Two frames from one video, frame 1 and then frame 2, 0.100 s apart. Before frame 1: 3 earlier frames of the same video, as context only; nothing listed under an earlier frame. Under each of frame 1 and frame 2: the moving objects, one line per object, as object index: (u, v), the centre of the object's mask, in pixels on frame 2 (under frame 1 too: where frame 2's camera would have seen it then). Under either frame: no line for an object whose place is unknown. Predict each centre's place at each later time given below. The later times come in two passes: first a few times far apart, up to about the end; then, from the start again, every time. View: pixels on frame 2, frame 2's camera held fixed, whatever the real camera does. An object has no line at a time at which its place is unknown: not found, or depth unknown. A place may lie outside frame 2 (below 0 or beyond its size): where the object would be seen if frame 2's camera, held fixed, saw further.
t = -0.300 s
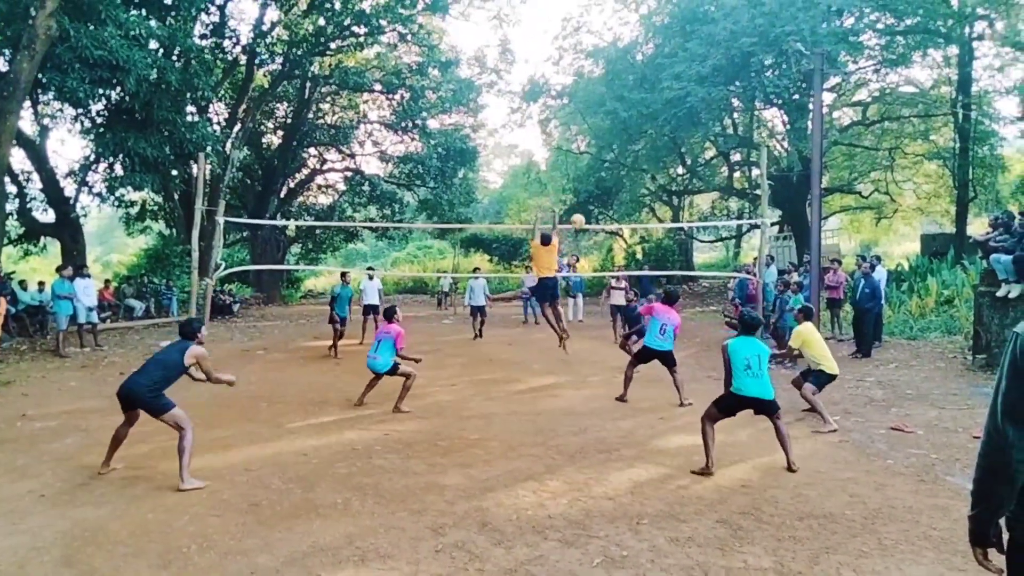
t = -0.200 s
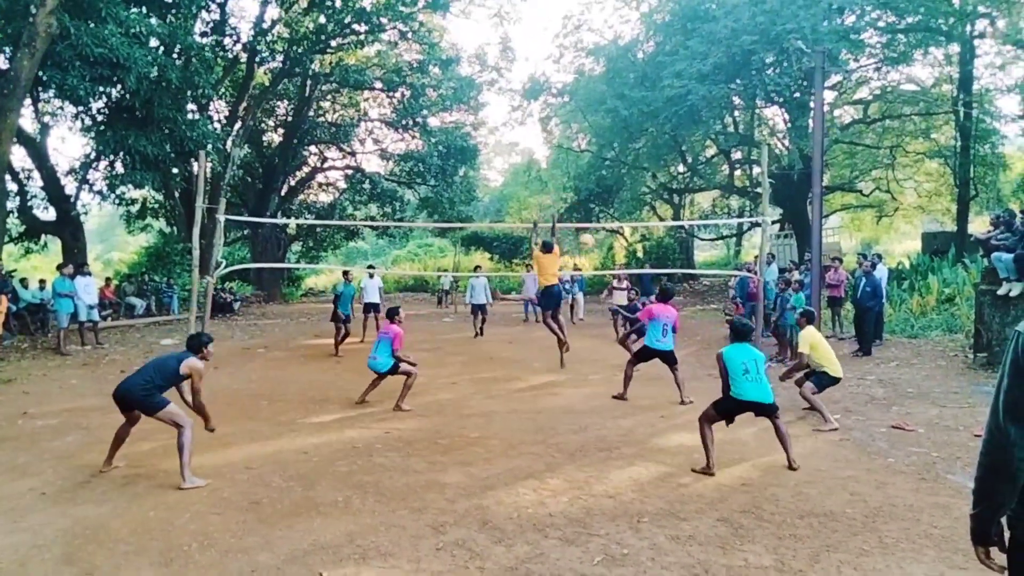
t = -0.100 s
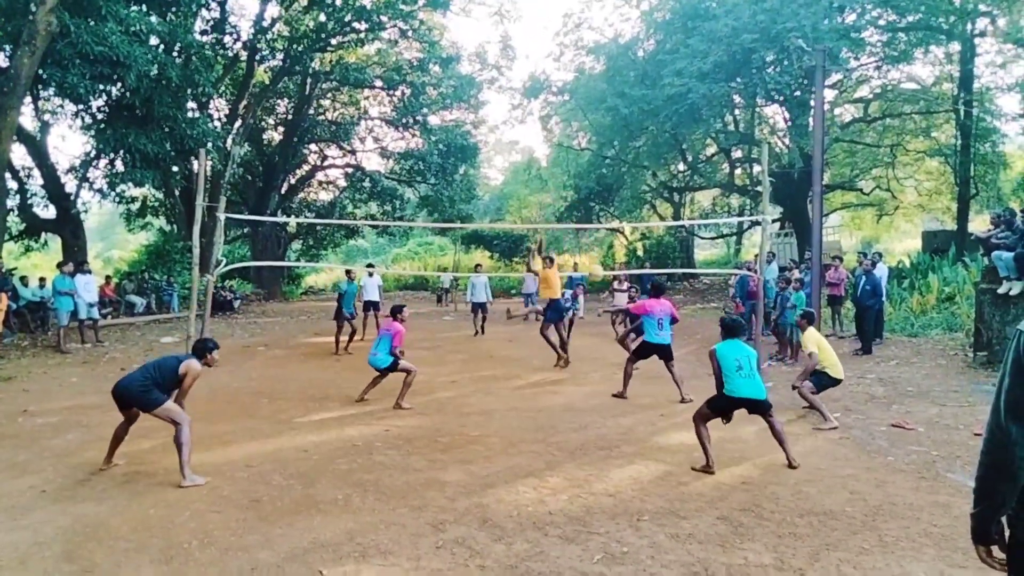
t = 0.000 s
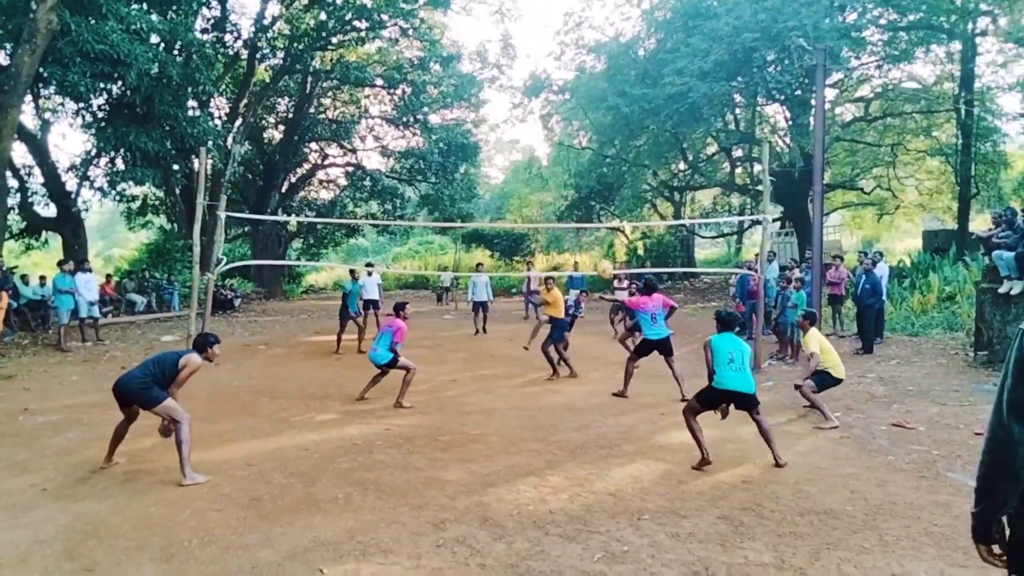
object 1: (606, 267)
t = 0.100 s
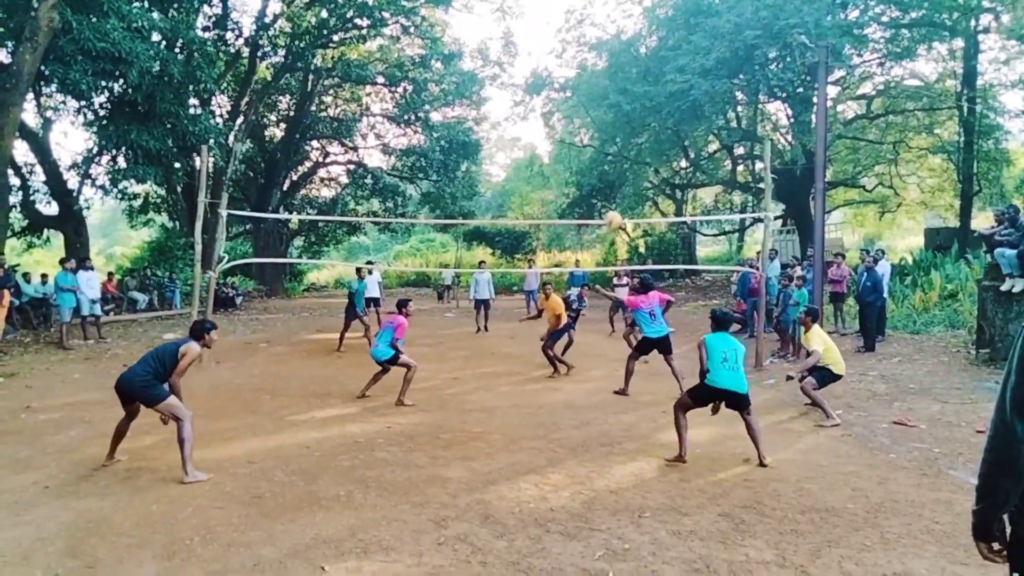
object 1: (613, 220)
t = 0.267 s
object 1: (625, 156)
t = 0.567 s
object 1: (648, 89)
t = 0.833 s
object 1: (666, 92)
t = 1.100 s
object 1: (683, 165)
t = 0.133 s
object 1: (615, 205)
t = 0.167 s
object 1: (618, 192)
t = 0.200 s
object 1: (620, 179)
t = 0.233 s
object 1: (623, 167)
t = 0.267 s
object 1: (625, 156)
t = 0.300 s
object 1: (628, 146)
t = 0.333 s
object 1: (631, 135)
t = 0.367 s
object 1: (633, 126)
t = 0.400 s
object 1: (636, 117)
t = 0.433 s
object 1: (638, 111)
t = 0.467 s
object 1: (640, 104)
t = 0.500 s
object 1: (643, 98)
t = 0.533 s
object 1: (645, 93)
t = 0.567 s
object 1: (648, 89)
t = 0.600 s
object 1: (650, 86)
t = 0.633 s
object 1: (653, 83)
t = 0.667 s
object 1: (655, 83)
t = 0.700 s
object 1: (657, 83)
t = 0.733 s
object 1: (659, 83)
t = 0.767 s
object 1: (662, 85)
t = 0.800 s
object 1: (664, 87)
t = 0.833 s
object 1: (666, 92)
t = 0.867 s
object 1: (668, 97)
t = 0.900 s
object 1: (671, 103)
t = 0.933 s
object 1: (673, 110)
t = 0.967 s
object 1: (675, 119)
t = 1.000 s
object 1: (677, 128)
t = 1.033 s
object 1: (680, 140)
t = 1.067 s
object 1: (682, 151)
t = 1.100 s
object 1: (683, 165)
